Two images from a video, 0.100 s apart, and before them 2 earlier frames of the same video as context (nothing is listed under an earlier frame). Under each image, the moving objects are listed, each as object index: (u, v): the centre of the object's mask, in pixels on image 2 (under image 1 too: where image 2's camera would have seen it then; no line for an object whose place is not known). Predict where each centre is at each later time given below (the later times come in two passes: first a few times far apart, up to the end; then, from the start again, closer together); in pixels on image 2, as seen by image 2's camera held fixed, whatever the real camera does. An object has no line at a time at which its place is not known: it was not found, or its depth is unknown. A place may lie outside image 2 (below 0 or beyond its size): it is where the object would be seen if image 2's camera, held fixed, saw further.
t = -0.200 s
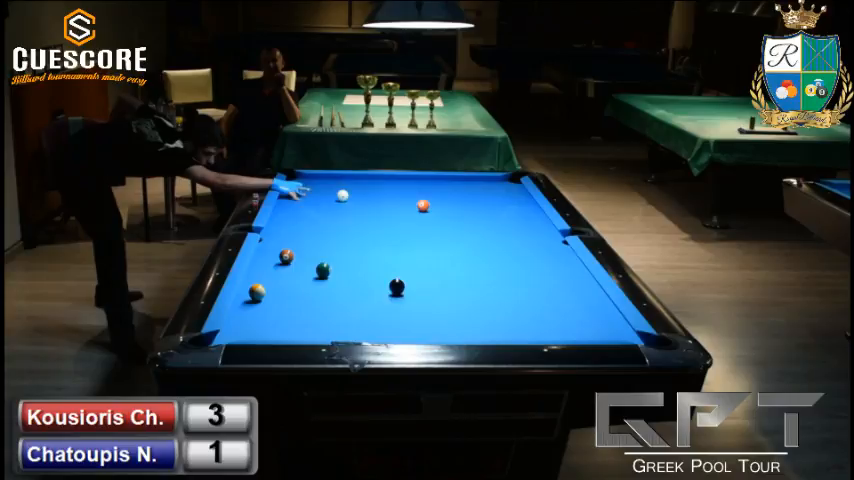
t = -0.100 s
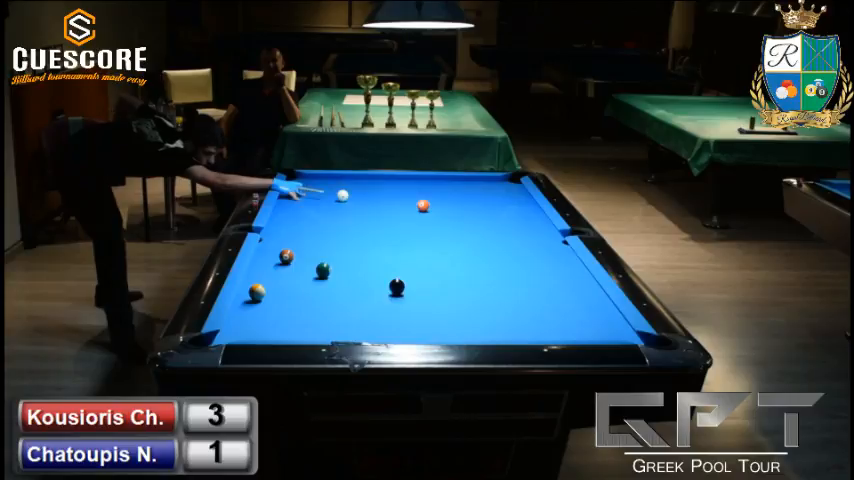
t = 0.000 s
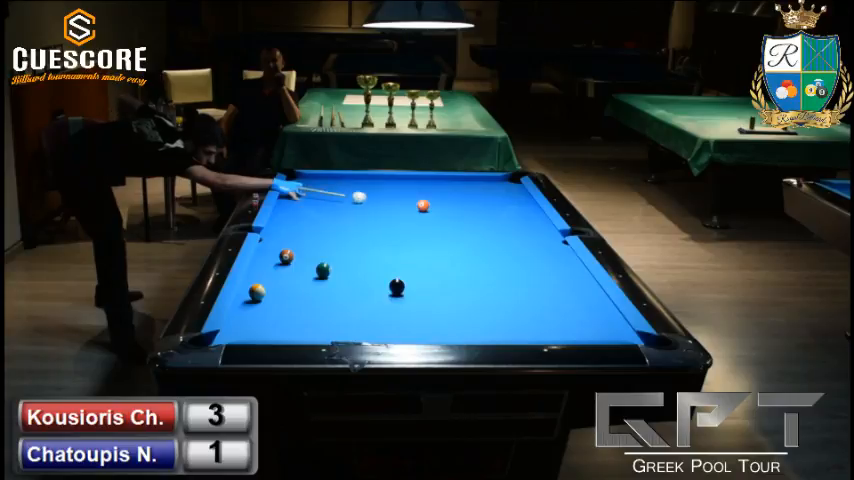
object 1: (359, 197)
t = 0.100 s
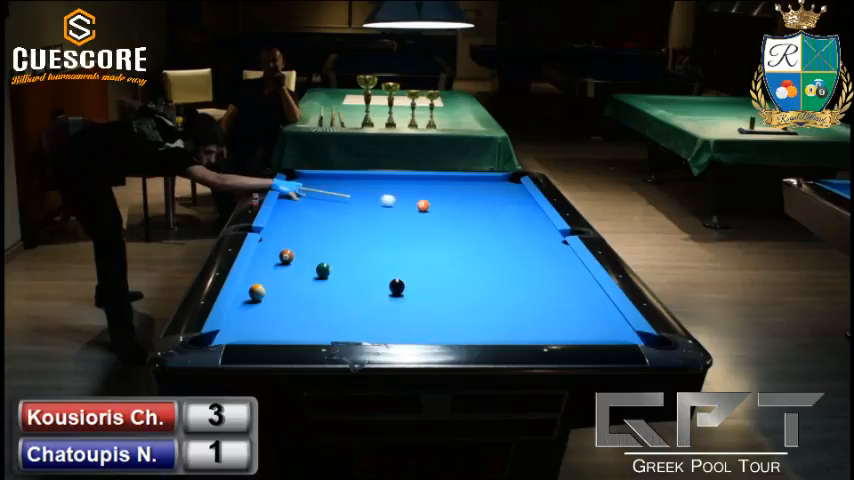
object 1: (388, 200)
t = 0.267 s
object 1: (419, 203)
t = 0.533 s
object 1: (447, 202)
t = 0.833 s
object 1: (478, 202)
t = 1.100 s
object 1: (505, 202)
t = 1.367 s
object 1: (530, 201)
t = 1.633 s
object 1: (520, 202)
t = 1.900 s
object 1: (511, 203)
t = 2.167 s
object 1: (502, 204)
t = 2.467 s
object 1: (495, 205)
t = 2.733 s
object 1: (488, 205)
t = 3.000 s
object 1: (483, 206)
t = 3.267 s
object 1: (479, 206)
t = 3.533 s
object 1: (476, 207)
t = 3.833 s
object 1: (474, 207)
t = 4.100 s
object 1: (472, 207)
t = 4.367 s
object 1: (471, 208)
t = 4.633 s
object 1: (471, 208)
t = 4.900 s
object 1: (471, 208)
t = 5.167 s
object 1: (471, 208)
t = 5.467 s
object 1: (471, 208)
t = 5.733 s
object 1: (471, 208)
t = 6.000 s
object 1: (471, 208)
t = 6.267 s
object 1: (471, 208)
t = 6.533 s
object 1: (471, 208)
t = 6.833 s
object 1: (471, 208)
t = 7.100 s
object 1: (471, 208)
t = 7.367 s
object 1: (471, 208)
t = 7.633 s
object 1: (471, 208)
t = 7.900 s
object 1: (471, 208)
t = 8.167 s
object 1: (471, 208)
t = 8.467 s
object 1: (471, 208)
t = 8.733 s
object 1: (471, 208)
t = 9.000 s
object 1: (471, 208)
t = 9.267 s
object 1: (471, 208)
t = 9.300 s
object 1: (471, 208)
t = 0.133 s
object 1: (396, 201)
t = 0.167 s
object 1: (405, 202)
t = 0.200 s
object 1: (413, 203)
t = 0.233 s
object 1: (416, 203)
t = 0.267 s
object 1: (419, 203)
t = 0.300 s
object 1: (422, 202)
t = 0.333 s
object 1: (425, 202)
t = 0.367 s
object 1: (429, 202)
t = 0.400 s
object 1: (432, 202)
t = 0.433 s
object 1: (436, 202)
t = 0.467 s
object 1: (440, 202)
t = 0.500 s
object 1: (443, 202)
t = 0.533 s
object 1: (447, 202)
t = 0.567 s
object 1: (451, 202)
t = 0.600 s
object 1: (454, 202)
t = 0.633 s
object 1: (458, 202)
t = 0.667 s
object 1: (461, 202)
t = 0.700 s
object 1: (465, 202)
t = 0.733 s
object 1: (468, 202)
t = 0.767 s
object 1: (472, 202)
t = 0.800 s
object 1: (475, 202)
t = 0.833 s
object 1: (478, 202)
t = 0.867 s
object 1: (482, 202)
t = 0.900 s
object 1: (485, 202)
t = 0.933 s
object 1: (489, 202)
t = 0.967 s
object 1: (492, 202)
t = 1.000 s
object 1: (495, 202)
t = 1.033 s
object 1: (499, 202)
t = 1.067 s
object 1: (502, 202)
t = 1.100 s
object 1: (505, 202)
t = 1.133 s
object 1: (508, 202)
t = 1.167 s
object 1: (511, 202)
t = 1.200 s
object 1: (515, 202)
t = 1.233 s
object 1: (518, 202)
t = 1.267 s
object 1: (521, 202)
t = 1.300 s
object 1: (524, 202)
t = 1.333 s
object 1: (527, 201)
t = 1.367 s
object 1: (530, 201)
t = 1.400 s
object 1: (529, 201)
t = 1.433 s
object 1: (527, 202)
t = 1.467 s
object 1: (526, 202)
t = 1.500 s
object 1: (525, 202)
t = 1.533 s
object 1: (523, 202)
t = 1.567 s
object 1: (522, 202)
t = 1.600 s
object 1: (521, 202)
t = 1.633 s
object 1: (520, 202)
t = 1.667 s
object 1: (519, 202)
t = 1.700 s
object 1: (517, 202)
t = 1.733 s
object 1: (516, 202)
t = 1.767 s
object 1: (515, 203)
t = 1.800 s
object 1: (514, 203)
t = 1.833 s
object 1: (513, 203)
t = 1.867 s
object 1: (512, 203)
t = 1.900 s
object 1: (511, 203)
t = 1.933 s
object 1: (510, 203)
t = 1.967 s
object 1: (508, 203)
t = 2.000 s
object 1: (507, 203)
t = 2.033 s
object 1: (506, 204)
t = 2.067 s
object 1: (505, 204)
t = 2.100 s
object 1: (504, 204)
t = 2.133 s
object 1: (503, 204)
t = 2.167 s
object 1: (502, 204)
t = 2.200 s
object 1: (501, 204)
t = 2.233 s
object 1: (500, 204)
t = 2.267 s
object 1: (500, 204)
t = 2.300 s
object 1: (499, 204)
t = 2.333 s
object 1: (498, 204)
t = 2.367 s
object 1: (497, 204)
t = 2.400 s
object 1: (496, 204)
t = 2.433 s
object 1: (495, 204)
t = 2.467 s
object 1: (495, 205)
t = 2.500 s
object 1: (494, 205)
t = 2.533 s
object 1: (493, 205)
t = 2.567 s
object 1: (492, 205)
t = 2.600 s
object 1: (491, 205)
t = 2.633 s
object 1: (490, 205)
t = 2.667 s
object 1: (490, 205)
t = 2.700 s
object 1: (489, 205)
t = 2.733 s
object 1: (488, 205)
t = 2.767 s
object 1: (487, 205)
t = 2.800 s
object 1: (487, 205)
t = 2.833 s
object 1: (486, 205)
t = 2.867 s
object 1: (485, 206)
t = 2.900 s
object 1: (485, 206)
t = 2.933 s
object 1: (484, 206)
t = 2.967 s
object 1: (483, 206)
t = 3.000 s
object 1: (483, 206)
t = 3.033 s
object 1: (482, 206)
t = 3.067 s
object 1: (482, 206)
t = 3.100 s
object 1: (481, 206)
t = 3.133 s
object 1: (481, 206)
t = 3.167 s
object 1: (480, 206)
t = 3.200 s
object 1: (480, 206)
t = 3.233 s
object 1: (480, 206)
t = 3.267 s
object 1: (479, 206)
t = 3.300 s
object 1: (479, 206)
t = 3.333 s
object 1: (478, 206)
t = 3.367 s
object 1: (478, 207)
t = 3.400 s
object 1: (477, 207)
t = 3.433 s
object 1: (477, 207)
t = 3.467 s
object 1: (476, 207)
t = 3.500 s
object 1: (476, 207)
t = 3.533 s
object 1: (476, 207)
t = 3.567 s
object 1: (476, 207)
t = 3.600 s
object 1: (475, 207)
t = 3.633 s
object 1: (475, 207)
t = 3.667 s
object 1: (475, 207)
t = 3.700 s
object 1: (474, 207)
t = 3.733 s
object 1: (474, 207)
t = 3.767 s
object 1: (474, 207)
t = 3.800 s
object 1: (474, 207)
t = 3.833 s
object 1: (474, 207)
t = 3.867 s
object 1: (473, 207)
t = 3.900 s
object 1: (473, 207)
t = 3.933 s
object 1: (473, 207)
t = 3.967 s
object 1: (473, 207)
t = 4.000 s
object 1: (473, 207)
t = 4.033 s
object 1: (472, 207)
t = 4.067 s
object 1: (472, 207)
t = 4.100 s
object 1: (472, 207)
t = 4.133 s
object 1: (472, 207)
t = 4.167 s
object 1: (472, 208)
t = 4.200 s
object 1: (472, 208)
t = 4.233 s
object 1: (472, 208)
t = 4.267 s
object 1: (471, 208)
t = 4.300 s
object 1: (471, 208)
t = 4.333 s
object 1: (471, 208)
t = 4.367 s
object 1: (471, 208)
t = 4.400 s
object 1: (471, 208)
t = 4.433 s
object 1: (471, 208)
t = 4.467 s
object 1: (471, 208)
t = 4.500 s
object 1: (471, 208)
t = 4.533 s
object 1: (471, 208)
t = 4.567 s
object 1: (471, 208)
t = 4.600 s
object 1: (471, 208)
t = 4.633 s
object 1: (471, 208)
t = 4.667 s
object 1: (471, 208)
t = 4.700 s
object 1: (471, 208)
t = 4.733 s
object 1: (471, 208)
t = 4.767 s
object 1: (471, 208)
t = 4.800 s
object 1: (471, 208)
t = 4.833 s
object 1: (471, 208)
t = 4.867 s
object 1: (471, 208)
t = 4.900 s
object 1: (471, 208)
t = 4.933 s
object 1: (471, 208)
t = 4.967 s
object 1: (471, 208)
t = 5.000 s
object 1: (471, 208)
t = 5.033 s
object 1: (471, 208)
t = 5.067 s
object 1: (471, 208)
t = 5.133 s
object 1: (471, 208)
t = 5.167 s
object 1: (471, 208)
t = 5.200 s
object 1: (471, 208)
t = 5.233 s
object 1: (471, 208)
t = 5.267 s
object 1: (471, 208)
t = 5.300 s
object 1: (471, 208)
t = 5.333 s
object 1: (471, 208)
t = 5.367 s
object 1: (471, 208)
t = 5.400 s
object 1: (471, 208)
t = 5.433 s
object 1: (471, 208)
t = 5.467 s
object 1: (471, 208)
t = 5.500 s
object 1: (471, 208)
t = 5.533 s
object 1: (471, 208)
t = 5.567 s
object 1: (471, 208)
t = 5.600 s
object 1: (471, 208)
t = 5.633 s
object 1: (471, 208)
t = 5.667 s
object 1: (471, 208)
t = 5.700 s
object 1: (471, 208)
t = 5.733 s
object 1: (471, 208)
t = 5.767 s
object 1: (471, 208)
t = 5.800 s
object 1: (471, 208)
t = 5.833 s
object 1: (471, 208)
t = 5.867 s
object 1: (471, 208)
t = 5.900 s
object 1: (471, 208)
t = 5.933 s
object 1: (471, 208)
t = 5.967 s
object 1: (471, 208)
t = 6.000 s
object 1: (471, 208)
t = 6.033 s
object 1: (471, 208)
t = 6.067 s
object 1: (471, 208)
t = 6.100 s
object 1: (471, 208)
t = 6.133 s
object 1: (471, 208)
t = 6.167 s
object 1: (471, 208)
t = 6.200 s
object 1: (471, 208)
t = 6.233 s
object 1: (471, 208)
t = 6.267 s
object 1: (471, 208)
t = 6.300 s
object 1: (471, 208)
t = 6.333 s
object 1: (471, 208)
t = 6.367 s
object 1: (471, 208)
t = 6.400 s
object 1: (471, 208)
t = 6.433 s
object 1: (471, 208)
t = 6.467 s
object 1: (471, 208)
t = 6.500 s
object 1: (471, 208)
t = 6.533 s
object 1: (471, 208)
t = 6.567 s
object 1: (471, 208)
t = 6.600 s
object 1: (471, 208)
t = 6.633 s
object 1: (471, 208)
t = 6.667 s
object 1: (471, 208)
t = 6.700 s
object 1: (471, 208)
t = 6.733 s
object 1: (471, 208)
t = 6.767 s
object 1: (471, 208)
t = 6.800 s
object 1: (471, 208)
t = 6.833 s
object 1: (471, 208)
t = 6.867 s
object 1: (471, 208)
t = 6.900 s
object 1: (471, 208)
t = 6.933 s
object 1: (471, 208)
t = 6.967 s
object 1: (471, 208)
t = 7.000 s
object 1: (471, 208)
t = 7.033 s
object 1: (471, 208)
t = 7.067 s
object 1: (471, 208)
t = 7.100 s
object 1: (471, 208)
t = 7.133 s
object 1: (471, 208)
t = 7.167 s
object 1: (471, 208)
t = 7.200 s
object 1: (471, 208)
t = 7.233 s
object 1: (471, 208)
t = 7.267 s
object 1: (471, 208)
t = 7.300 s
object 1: (471, 208)
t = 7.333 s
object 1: (471, 208)
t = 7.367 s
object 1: (471, 208)
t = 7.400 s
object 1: (471, 208)
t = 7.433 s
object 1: (471, 208)
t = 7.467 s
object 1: (471, 208)
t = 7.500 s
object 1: (471, 208)
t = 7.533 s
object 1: (471, 208)
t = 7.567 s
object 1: (471, 208)
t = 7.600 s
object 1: (471, 208)
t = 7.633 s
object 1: (471, 208)
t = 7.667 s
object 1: (471, 208)
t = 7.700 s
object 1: (471, 208)
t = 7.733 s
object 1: (471, 208)
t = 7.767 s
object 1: (471, 208)
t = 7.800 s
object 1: (471, 208)
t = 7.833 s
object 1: (471, 208)
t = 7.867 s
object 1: (471, 208)
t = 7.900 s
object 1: (471, 208)
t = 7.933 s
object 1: (471, 208)
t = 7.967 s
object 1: (471, 208)
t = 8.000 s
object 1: (471, 208)
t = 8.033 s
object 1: (471, 208)
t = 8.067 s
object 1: (471, 208)
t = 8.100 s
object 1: (471, 208)
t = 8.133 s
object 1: (471, 208)
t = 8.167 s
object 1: (471, 208)
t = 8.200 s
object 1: (471, 208)
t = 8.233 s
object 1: (471, 208)
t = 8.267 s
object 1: (471, 208)
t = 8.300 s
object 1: (471, 208)
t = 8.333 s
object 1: (471, 208)
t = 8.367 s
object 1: (471, 208)
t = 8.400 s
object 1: (471, 208)
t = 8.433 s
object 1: (471, 208)
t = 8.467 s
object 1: (471, 208)
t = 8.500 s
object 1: (471, 208)
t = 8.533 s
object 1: (471, 208)
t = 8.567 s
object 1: (471, 208)
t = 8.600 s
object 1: (471, 208)
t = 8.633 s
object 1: (471, 208)
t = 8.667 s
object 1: (471, 208)
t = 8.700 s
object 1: (471, 208)
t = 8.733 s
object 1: (471, 208)
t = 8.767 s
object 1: (471, 208)
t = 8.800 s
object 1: (471, 208)
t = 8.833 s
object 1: (471, 208)
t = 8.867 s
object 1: (471, 208)
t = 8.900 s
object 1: (471, 208)
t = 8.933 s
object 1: (471, 208)
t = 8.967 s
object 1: (471, 208)
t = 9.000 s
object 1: (471, 208)
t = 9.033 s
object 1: (471, 208)
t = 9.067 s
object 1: (471, 208)
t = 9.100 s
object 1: (471, 208)
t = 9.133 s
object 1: (471, 208)
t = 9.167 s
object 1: (471, 208)
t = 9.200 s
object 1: (471, 208)
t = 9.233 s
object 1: (471, 208)
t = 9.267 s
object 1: (471, 208)
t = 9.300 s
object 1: (471, 208)
